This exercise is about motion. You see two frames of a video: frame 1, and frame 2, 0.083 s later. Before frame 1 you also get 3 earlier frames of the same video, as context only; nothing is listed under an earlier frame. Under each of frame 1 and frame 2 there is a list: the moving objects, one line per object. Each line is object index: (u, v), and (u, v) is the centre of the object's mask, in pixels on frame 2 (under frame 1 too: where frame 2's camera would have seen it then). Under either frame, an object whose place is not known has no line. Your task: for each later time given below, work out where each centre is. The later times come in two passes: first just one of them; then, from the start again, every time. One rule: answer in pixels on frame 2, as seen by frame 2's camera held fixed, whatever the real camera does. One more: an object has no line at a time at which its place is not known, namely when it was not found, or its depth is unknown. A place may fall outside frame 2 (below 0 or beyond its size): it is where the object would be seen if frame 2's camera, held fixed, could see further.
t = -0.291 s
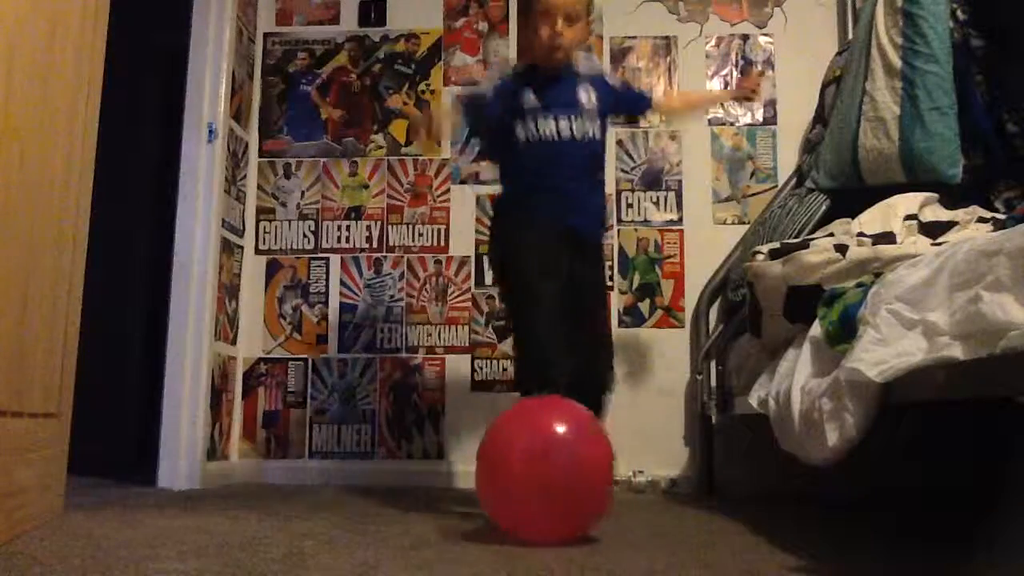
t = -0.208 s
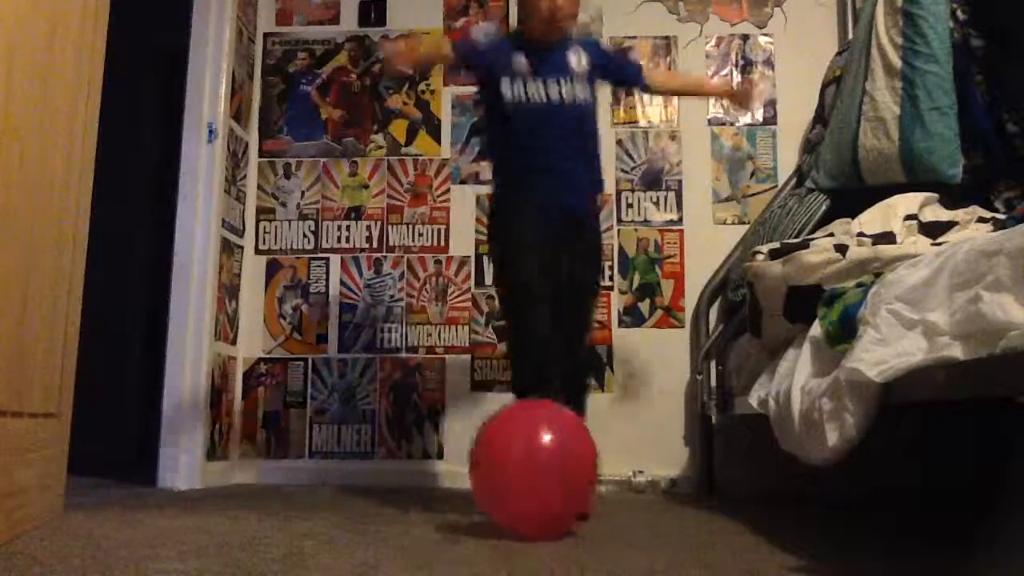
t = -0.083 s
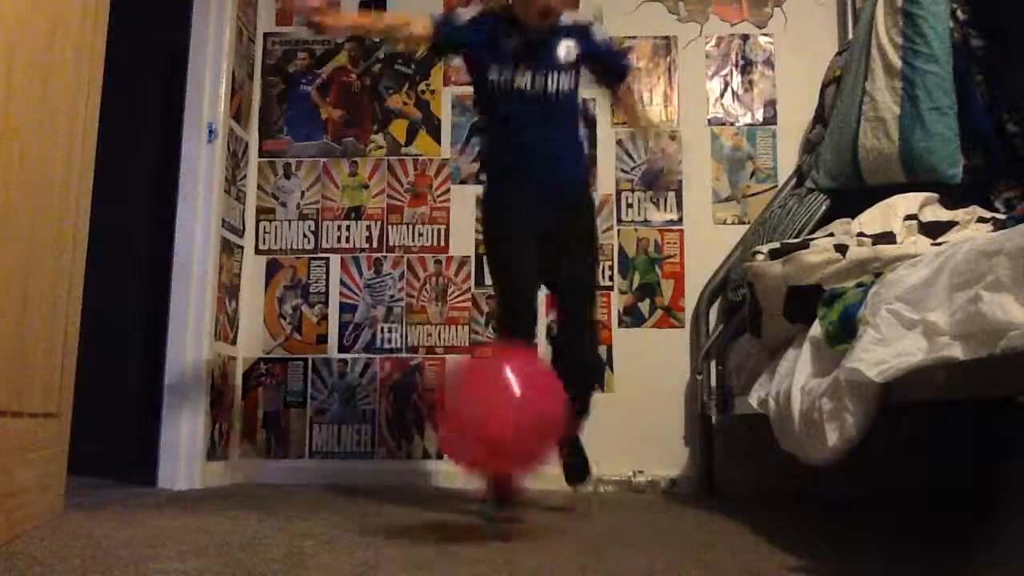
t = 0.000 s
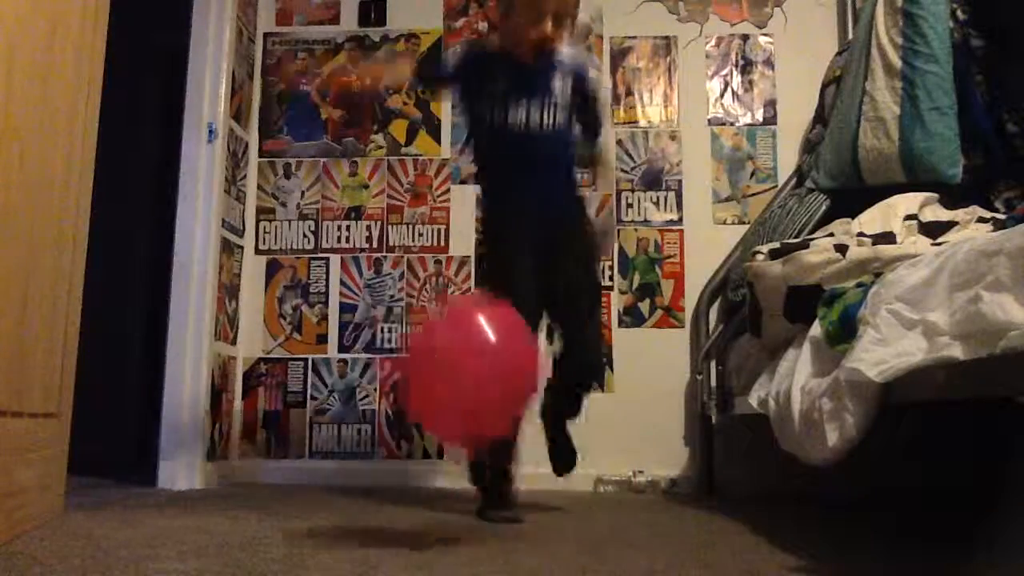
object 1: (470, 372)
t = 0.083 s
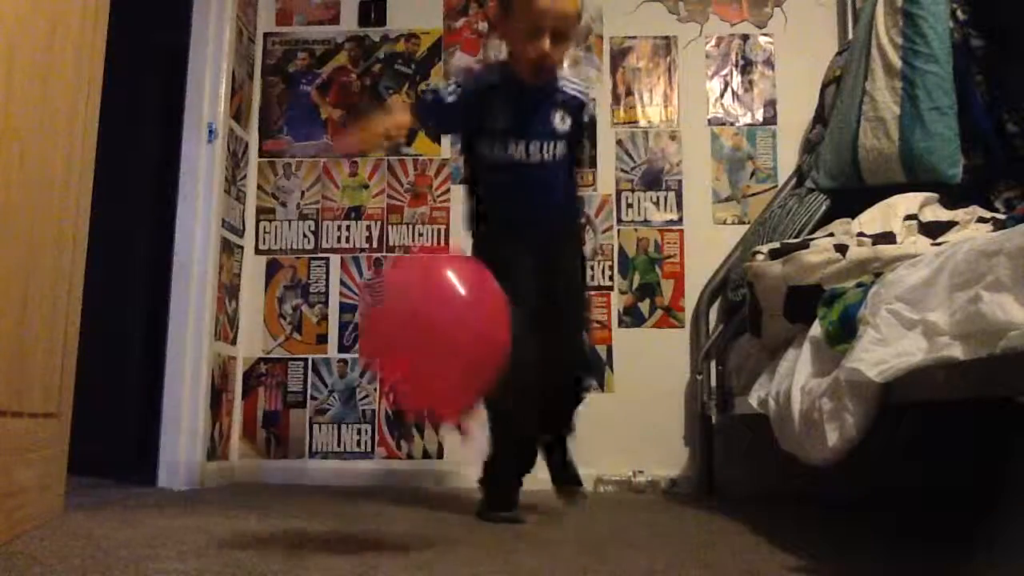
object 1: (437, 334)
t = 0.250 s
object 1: (358, 271)
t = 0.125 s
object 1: (419, 316)
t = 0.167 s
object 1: (397, 296)
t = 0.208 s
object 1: (377, 283)
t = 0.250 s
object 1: (358, 271)
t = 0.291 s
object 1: (337, 259)
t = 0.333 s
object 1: (310, 248)
